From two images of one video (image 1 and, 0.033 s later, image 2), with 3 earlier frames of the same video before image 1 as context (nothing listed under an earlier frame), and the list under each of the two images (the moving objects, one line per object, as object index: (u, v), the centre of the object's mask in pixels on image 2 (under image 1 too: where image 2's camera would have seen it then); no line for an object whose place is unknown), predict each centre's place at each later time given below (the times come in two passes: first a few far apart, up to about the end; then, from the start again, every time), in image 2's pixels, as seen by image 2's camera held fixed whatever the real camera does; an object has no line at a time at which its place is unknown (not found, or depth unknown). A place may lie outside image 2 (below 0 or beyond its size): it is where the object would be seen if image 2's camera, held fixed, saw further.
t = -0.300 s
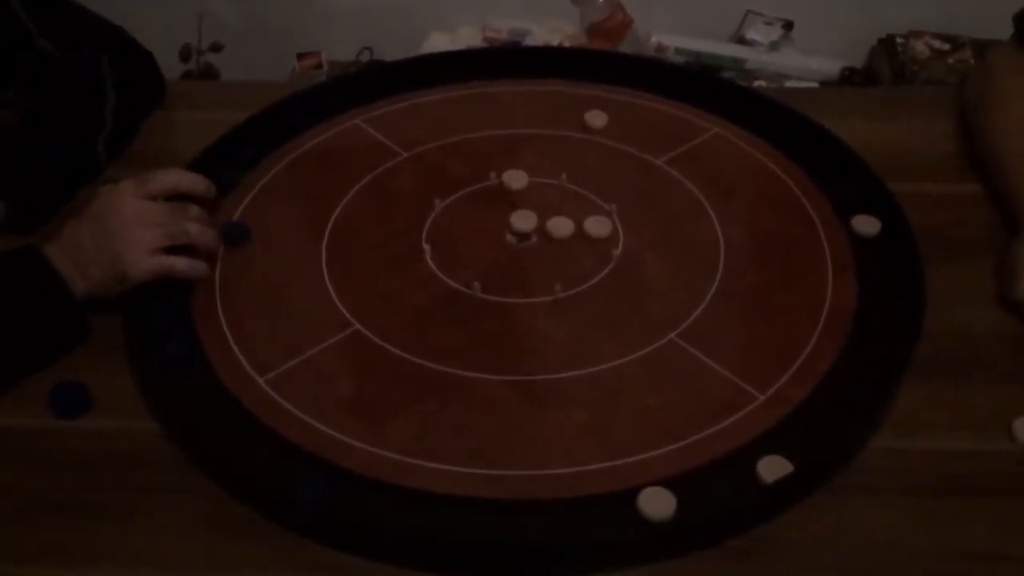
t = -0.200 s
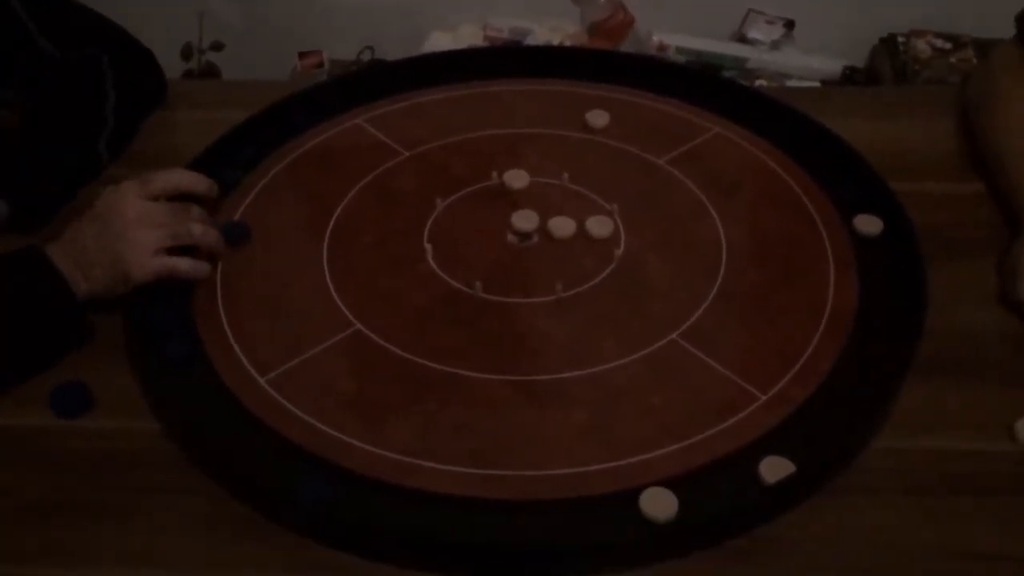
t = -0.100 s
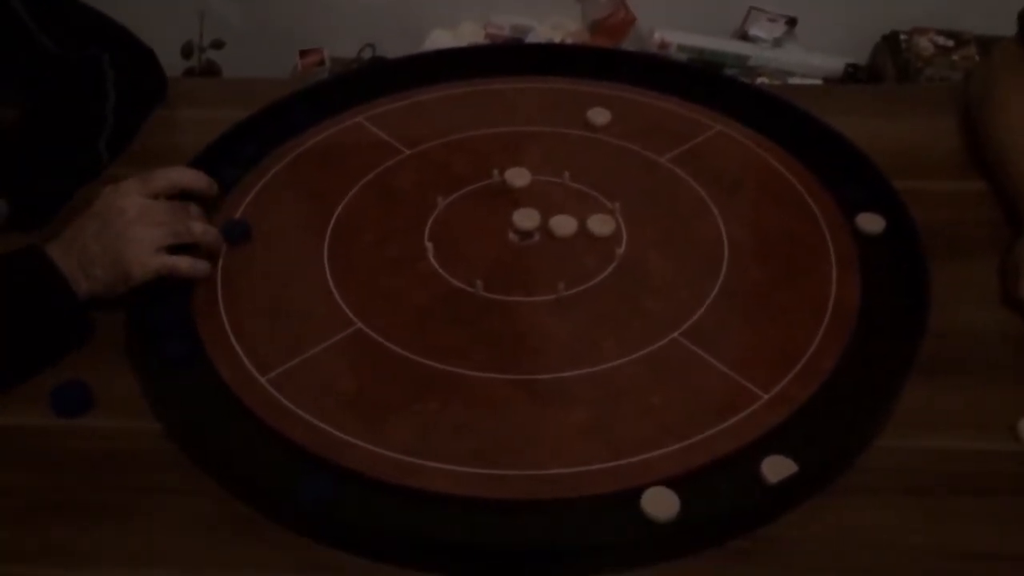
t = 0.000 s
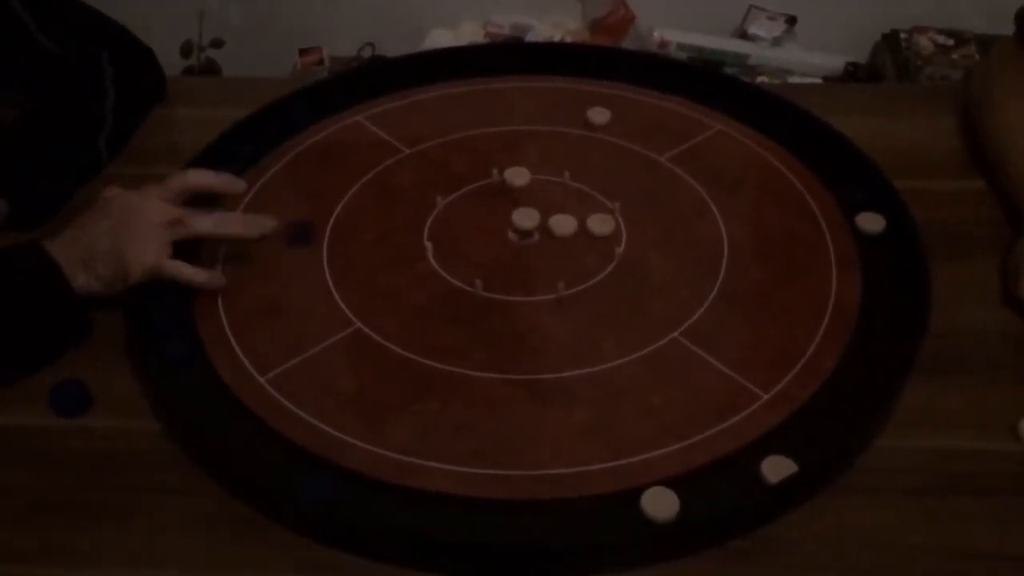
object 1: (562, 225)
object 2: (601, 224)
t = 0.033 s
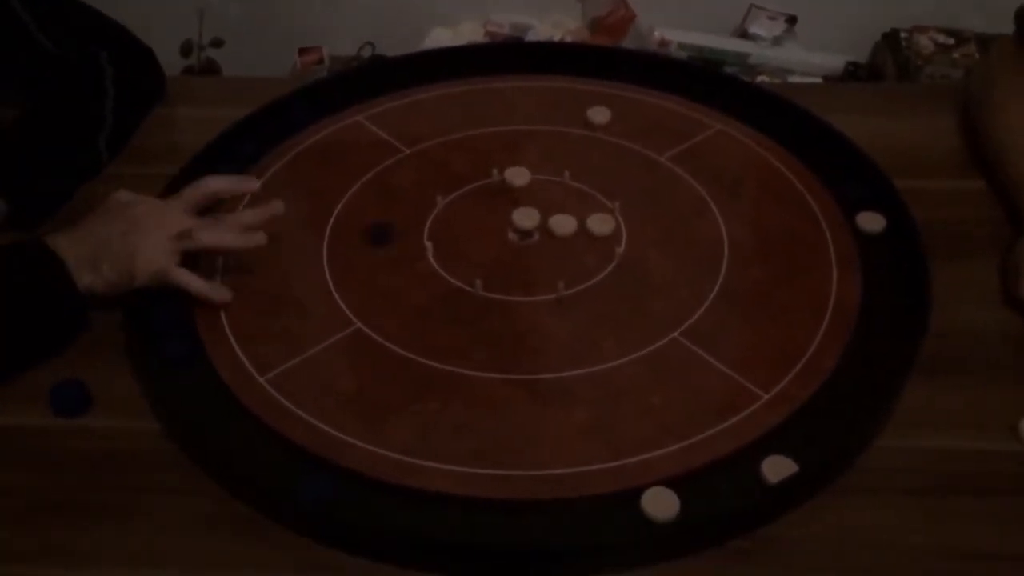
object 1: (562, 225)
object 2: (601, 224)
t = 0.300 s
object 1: (598, 138)
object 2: (710, 232)
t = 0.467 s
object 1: (604, 129)
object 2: (762, 237)
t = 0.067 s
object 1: (562, 225)
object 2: (601, 224)
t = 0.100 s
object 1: (563, 224)
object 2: (601, 224)
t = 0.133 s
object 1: (575, 205)
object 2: (618, 225)
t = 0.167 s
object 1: (582, 187)
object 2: (639, 227)
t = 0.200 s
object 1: (587, 172)
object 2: (660, 228)
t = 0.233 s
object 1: (592, 158)
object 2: (678, 229)
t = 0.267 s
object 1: (595, 147)
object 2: (695, 230)
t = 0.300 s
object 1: (598, 138)
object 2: (710, 232)
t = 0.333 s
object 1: (601, 130)
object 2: (725, 233)
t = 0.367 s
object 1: (603, 129)
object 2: (738, 235)
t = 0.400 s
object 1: (604, 129)
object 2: (748, 235)
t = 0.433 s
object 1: (604, 129)
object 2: (755, 236)
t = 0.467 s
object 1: (604, 129)
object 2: (762, 237)
